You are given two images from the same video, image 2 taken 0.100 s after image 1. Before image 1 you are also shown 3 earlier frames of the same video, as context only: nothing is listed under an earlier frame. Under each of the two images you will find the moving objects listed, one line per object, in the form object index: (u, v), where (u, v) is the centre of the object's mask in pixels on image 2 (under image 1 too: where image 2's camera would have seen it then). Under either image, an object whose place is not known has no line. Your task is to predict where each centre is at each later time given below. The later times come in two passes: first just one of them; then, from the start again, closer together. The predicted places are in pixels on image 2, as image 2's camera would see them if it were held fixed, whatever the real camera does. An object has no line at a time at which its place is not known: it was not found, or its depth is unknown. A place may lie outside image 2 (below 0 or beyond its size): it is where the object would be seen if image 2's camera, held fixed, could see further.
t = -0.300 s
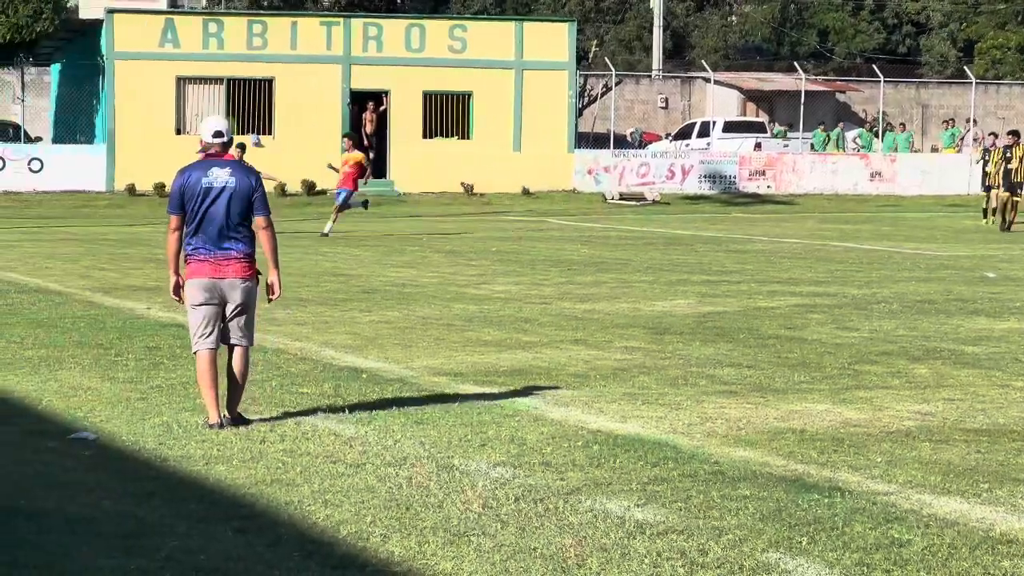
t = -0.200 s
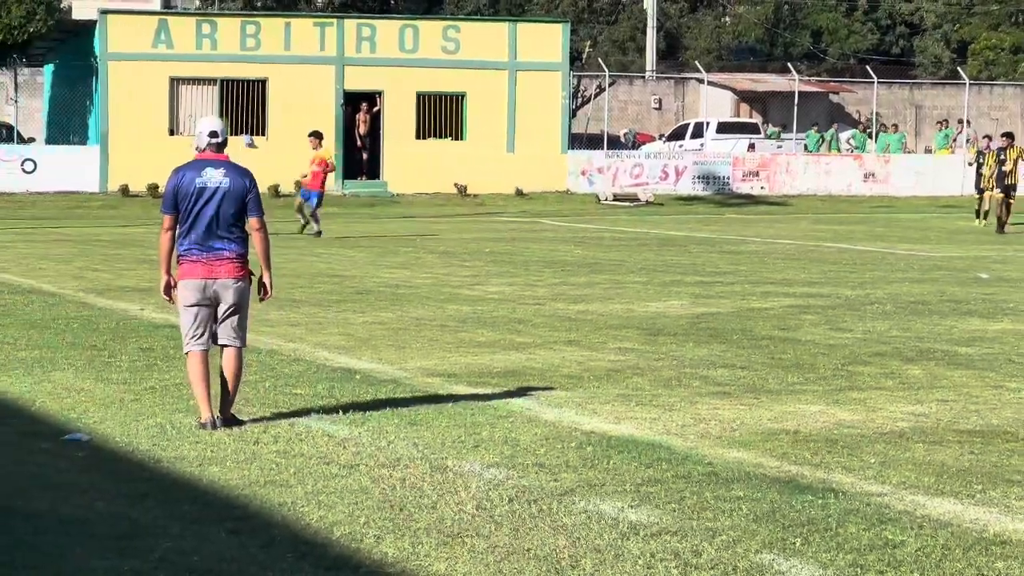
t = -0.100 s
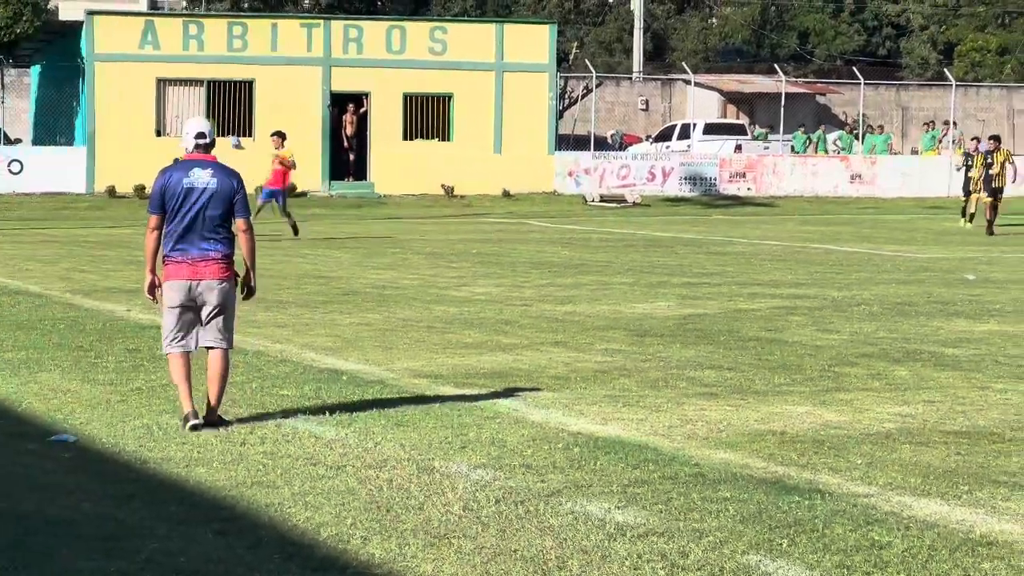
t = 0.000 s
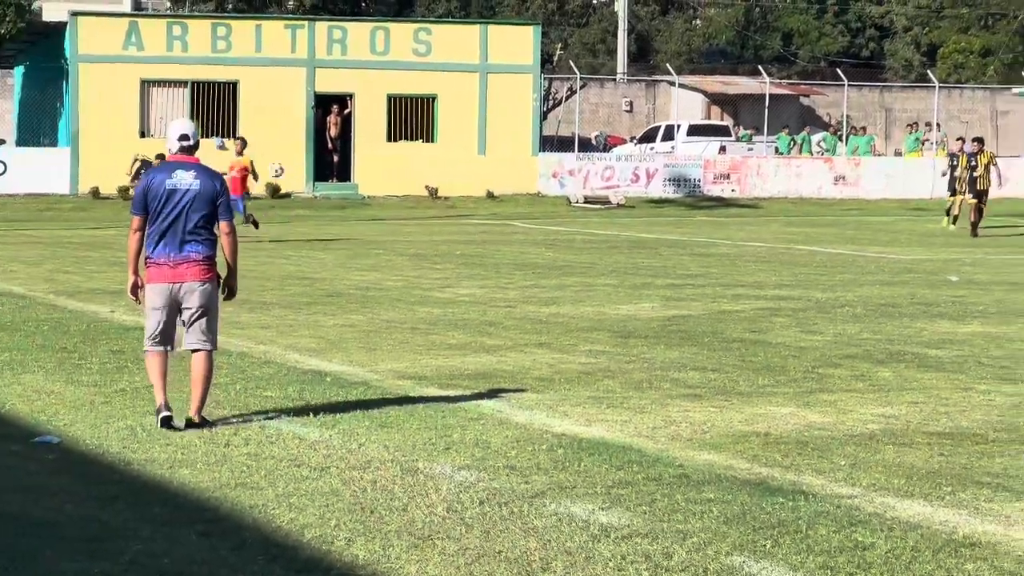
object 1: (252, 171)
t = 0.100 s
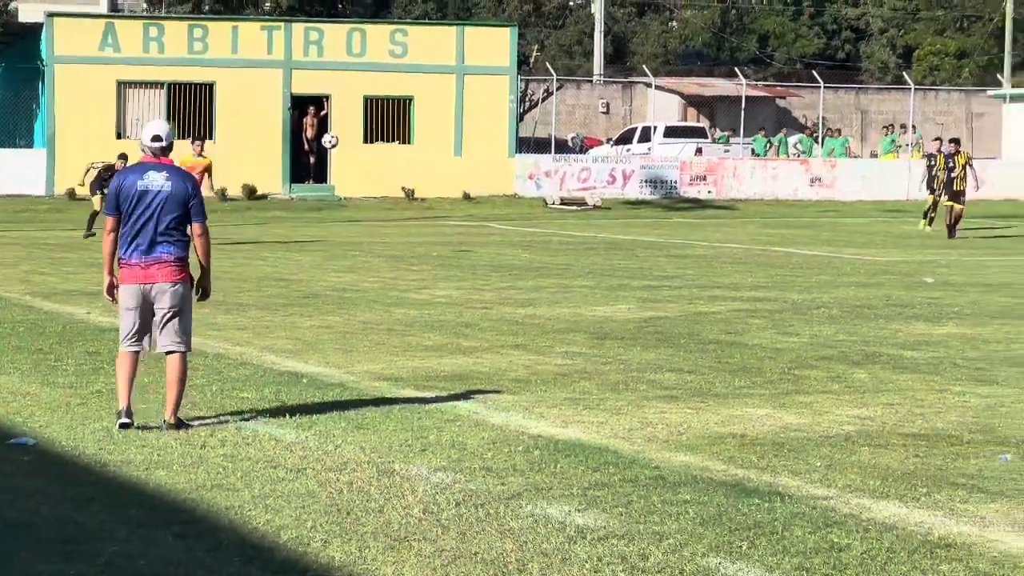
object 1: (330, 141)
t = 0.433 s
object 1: (642, 61)
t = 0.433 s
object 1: (642, 61)
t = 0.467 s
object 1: (678, 55)
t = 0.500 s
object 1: (715, 49)
